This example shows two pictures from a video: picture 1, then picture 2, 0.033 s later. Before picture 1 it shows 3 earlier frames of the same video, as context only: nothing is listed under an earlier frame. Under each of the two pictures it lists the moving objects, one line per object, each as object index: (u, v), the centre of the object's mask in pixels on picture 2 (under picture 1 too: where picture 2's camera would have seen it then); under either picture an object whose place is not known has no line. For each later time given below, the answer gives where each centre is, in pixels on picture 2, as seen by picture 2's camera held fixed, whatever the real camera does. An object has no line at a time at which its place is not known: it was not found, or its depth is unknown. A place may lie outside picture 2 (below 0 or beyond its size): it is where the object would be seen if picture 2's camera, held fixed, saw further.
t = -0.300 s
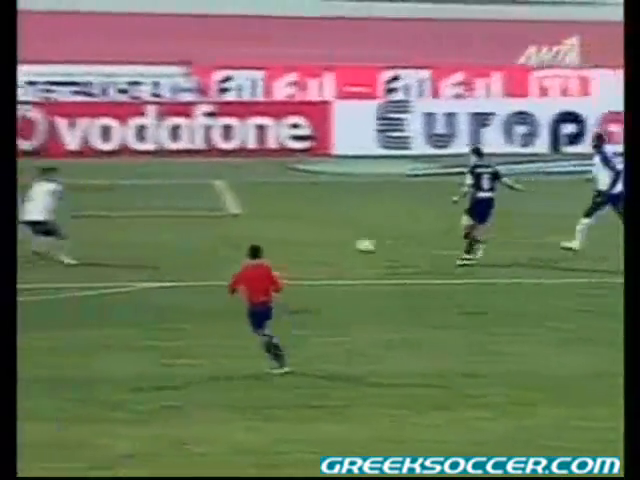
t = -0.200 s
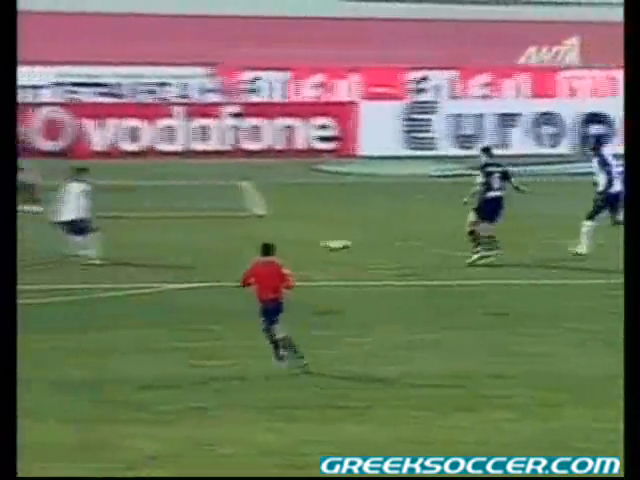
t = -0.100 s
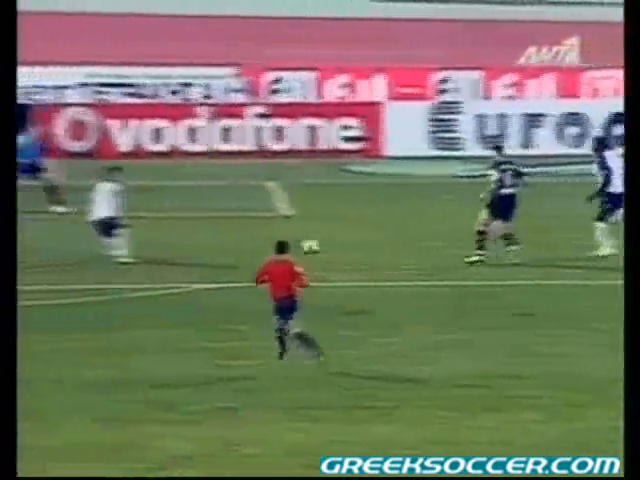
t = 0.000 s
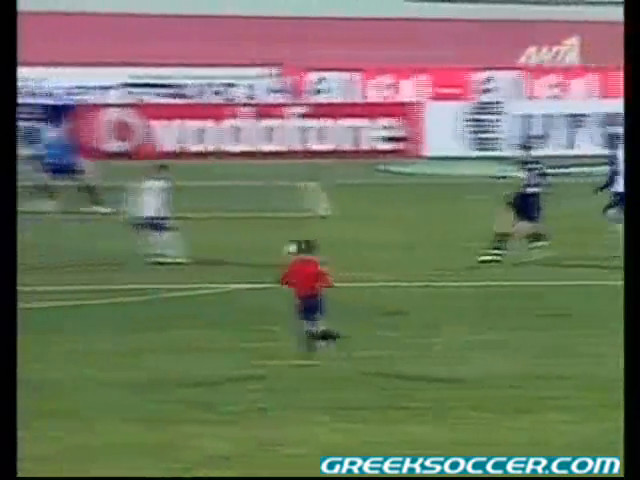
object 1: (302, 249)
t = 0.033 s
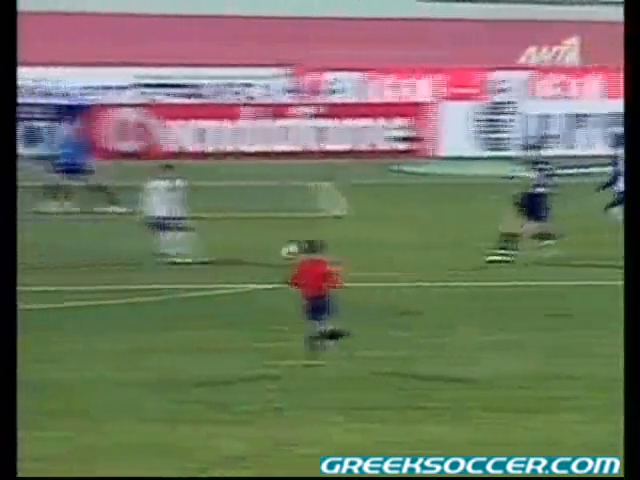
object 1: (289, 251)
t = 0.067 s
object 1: (276, 253)
